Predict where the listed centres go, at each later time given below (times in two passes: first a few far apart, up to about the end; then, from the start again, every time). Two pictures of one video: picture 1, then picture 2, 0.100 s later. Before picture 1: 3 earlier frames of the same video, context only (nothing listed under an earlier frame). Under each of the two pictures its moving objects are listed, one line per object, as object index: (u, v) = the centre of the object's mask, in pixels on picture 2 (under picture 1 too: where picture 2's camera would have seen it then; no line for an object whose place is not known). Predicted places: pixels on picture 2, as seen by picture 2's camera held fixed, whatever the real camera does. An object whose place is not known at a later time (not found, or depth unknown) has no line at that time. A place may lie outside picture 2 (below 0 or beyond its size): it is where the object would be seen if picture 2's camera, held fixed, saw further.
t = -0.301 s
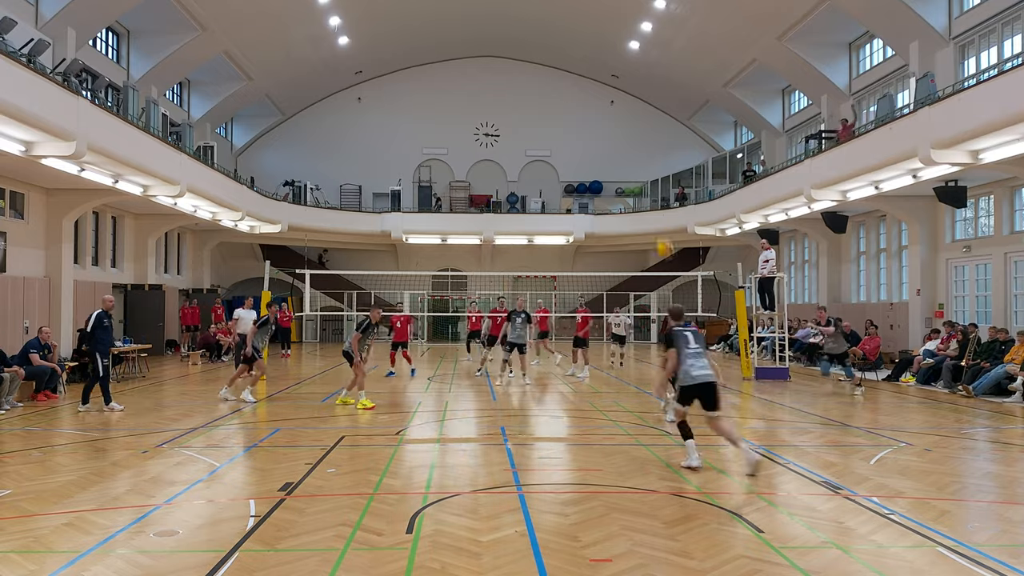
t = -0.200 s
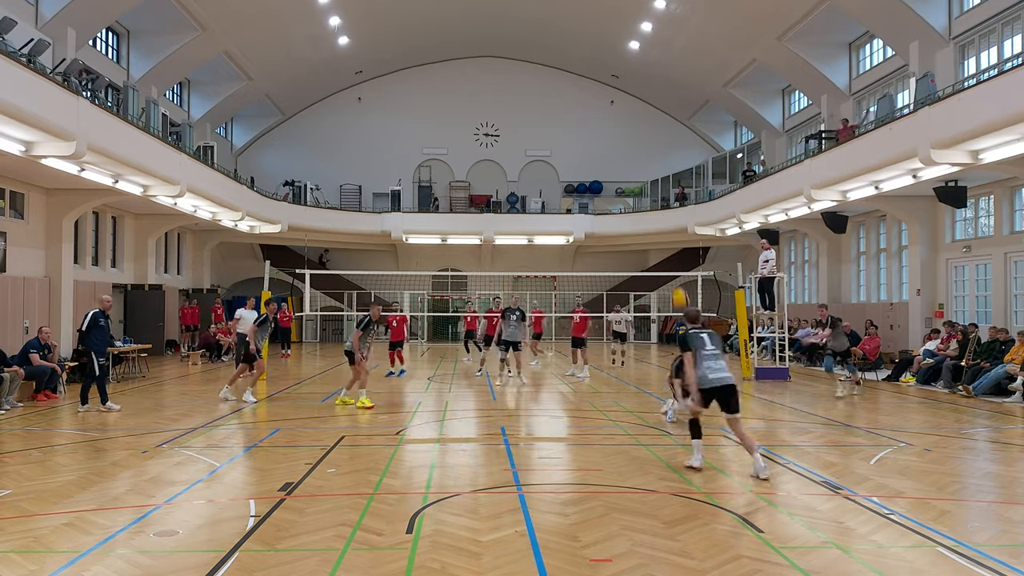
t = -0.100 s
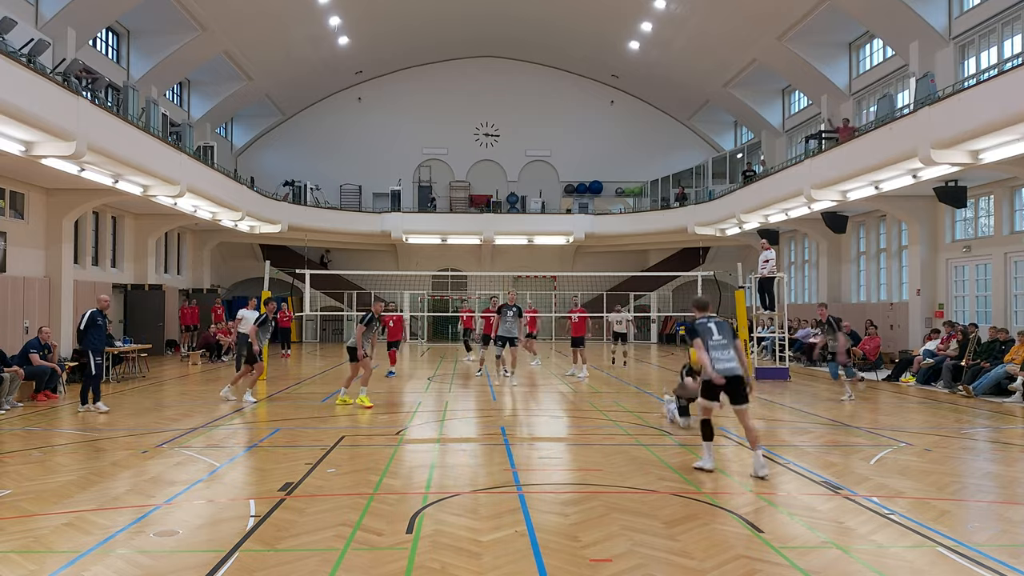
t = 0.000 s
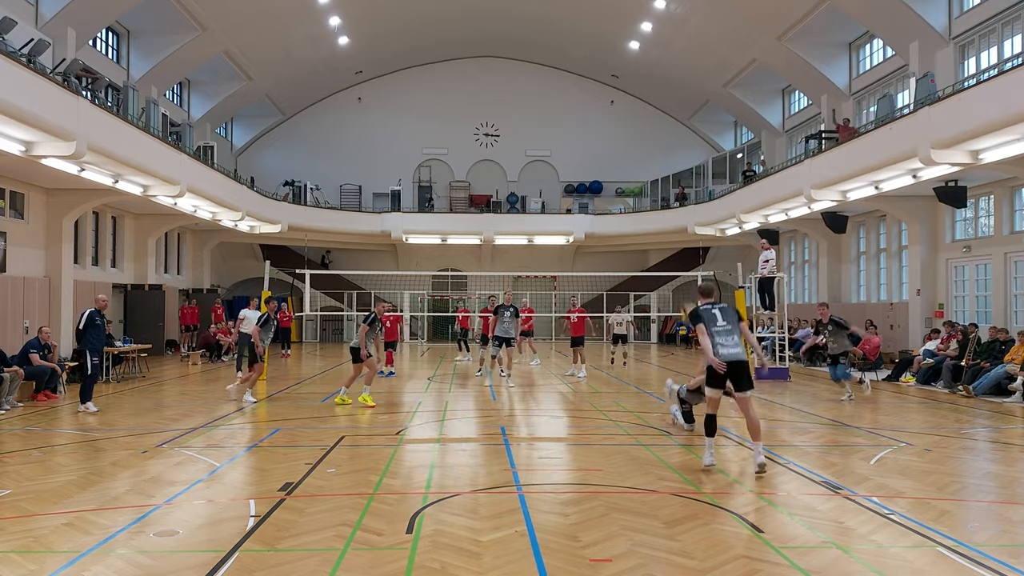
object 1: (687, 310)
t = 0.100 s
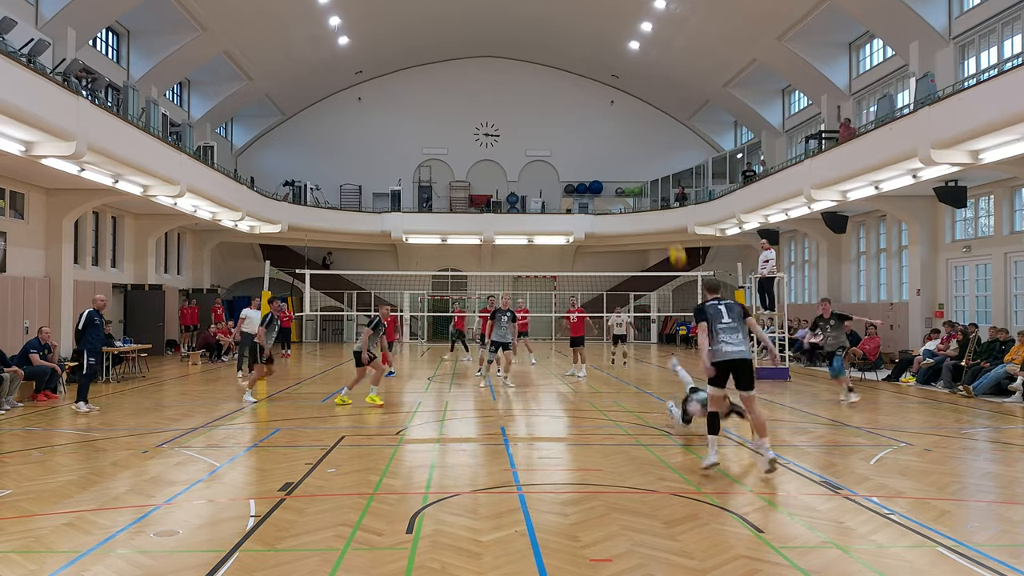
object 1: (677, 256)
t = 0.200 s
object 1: (665, 208)
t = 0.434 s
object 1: (639, 134)
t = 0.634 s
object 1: (618, 107)
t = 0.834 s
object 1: (599, 108)
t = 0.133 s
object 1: (673, 238)
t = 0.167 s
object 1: (669, 223)
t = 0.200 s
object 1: (665, 208)
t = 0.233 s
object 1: (661, 195)
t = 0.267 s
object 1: (658, 182)
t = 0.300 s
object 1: (654, 171)
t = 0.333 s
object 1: (650, 160)
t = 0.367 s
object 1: (646, 150)
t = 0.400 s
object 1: (642, 142)
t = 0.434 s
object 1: (639, 134)
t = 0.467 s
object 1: (635, 128)
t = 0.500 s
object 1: (632, 122)
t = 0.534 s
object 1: (628, 117)
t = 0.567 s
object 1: (625, 112)
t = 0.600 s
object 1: (621, 110)
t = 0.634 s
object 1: (618, 107)
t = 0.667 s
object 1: (615, 106)
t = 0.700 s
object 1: (611, 104)
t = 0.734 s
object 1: (608, 104)
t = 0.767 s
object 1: (606, 104)
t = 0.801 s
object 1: (602, 106)
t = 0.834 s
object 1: (599, 108)
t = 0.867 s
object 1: (596, 110)
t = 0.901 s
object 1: (593, 114)
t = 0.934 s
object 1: (590, 118)
